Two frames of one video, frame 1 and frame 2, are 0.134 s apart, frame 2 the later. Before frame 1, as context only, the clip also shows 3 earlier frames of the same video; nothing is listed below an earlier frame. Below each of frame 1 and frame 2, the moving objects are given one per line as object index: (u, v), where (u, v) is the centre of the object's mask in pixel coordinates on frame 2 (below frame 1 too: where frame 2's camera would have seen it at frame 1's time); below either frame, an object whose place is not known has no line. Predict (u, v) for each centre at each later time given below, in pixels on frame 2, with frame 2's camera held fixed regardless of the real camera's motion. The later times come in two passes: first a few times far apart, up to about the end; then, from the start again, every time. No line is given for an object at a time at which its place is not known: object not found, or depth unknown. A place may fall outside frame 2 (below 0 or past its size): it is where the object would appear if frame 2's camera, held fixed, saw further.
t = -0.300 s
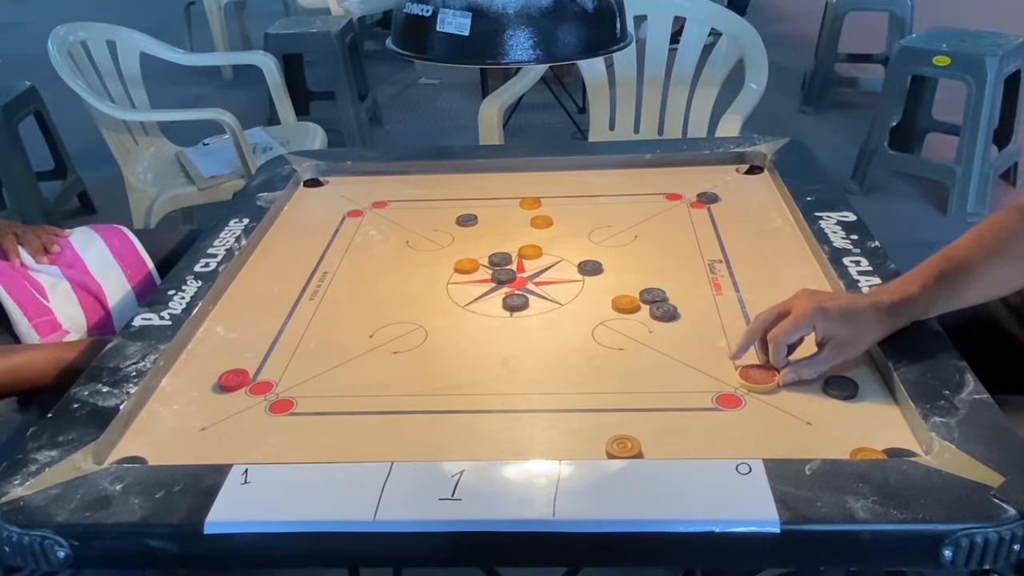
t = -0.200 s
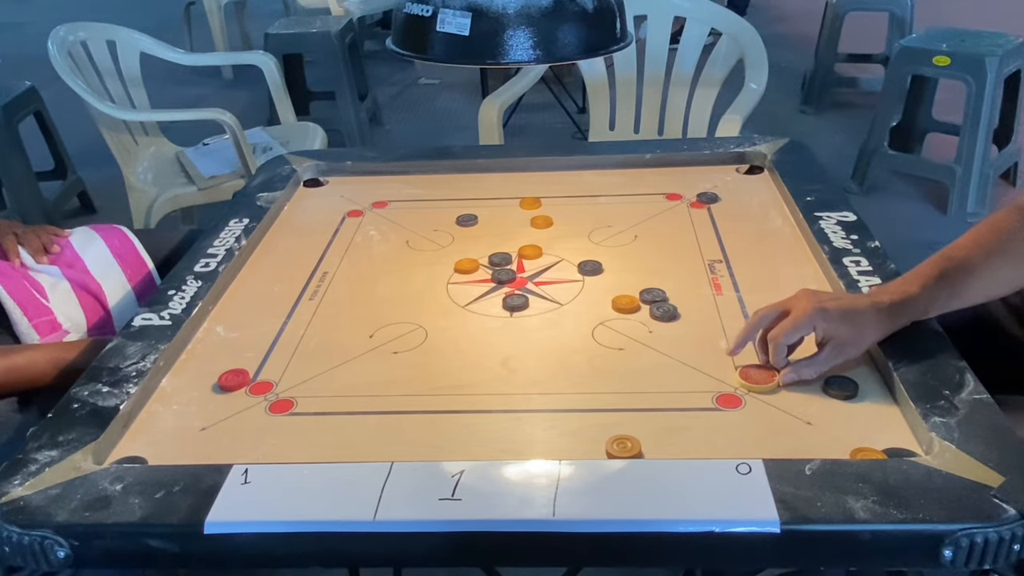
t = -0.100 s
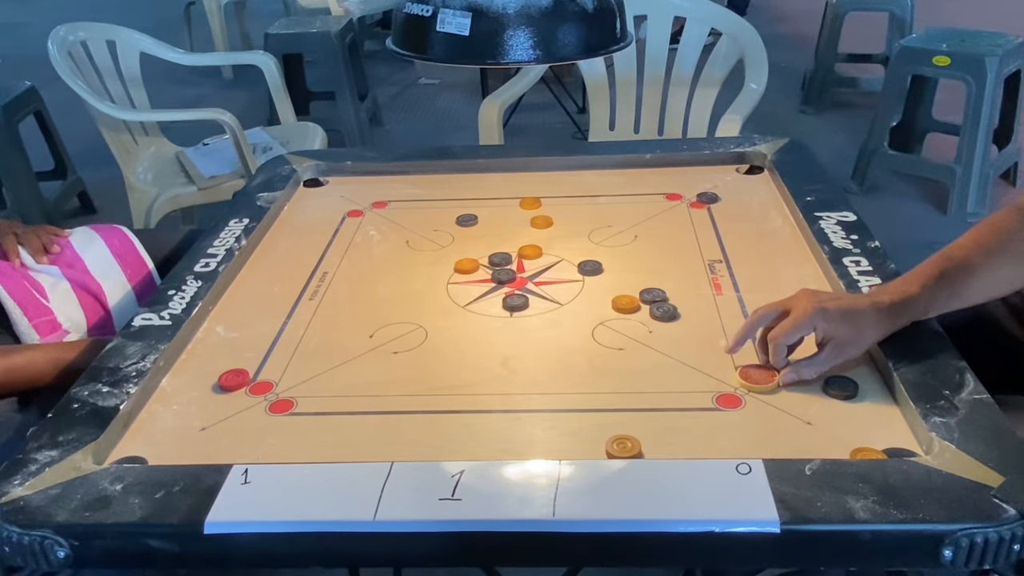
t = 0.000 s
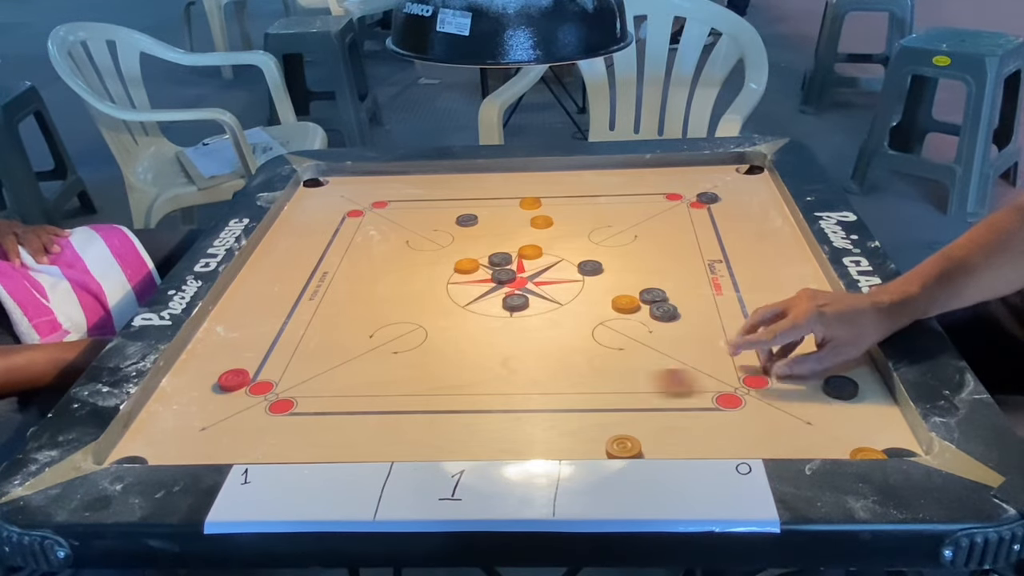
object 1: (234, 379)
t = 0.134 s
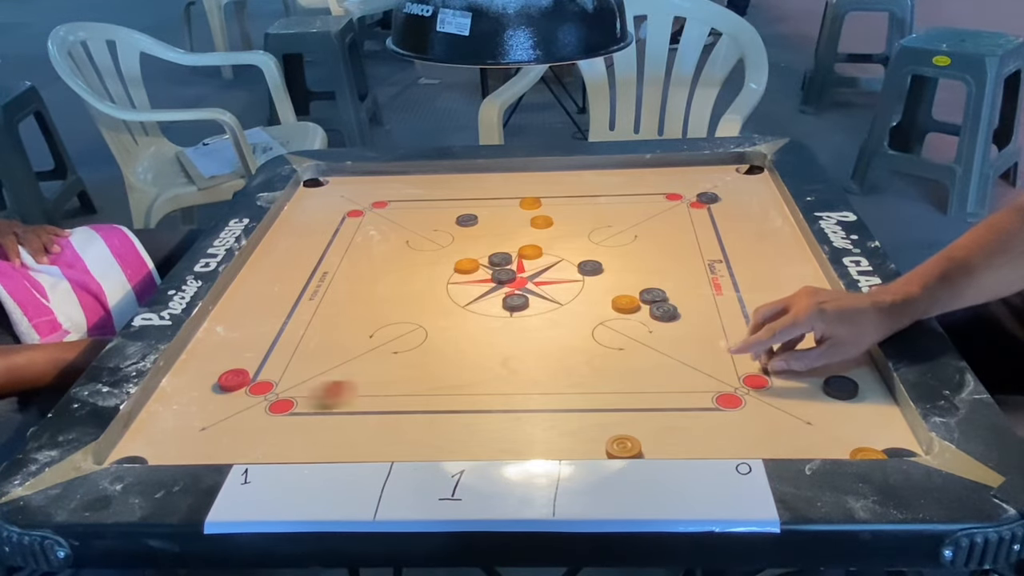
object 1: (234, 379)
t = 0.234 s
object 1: (210, 342)
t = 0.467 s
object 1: (409, 271)
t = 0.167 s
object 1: (234, 380)
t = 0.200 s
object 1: (213, 360)
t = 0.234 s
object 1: (210, 342)
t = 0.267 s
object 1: (247, 329)
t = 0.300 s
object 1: (280, 317)
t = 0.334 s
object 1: (310, 306)
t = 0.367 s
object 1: (338, 296)
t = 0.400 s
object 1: (363, 287)
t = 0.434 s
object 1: (387, 278)
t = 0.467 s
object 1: (409, 271)
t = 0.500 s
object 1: (429, 263)
